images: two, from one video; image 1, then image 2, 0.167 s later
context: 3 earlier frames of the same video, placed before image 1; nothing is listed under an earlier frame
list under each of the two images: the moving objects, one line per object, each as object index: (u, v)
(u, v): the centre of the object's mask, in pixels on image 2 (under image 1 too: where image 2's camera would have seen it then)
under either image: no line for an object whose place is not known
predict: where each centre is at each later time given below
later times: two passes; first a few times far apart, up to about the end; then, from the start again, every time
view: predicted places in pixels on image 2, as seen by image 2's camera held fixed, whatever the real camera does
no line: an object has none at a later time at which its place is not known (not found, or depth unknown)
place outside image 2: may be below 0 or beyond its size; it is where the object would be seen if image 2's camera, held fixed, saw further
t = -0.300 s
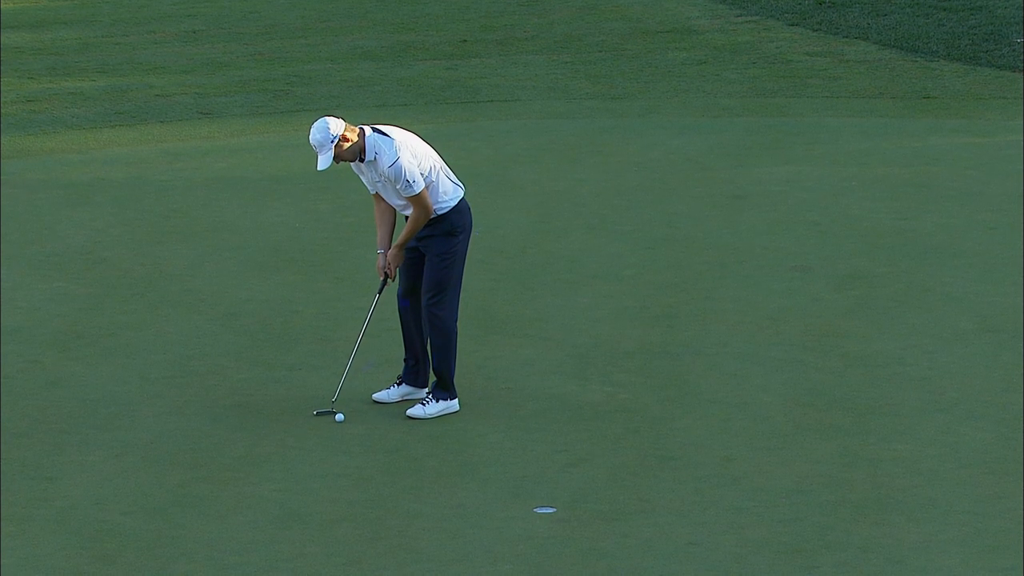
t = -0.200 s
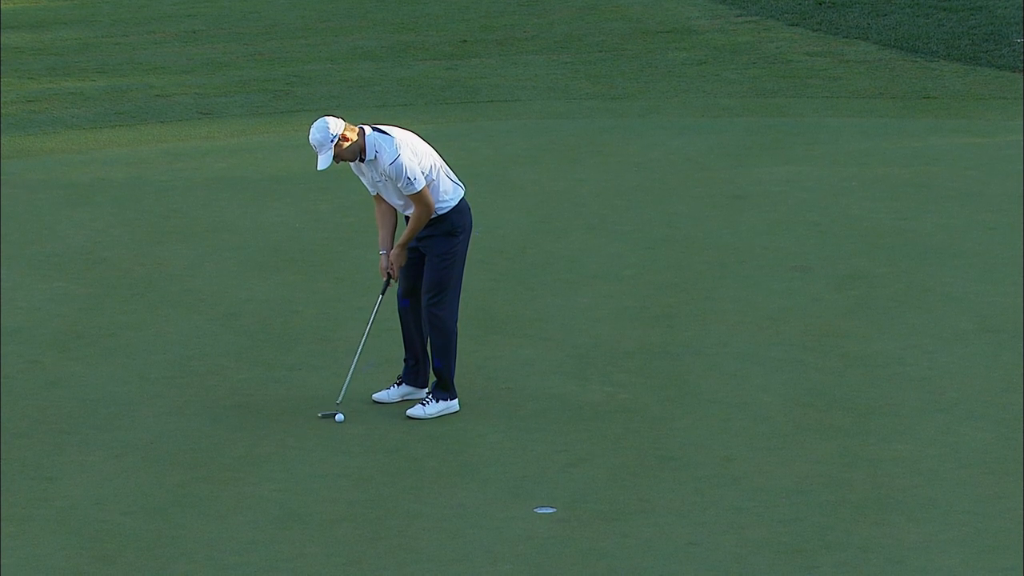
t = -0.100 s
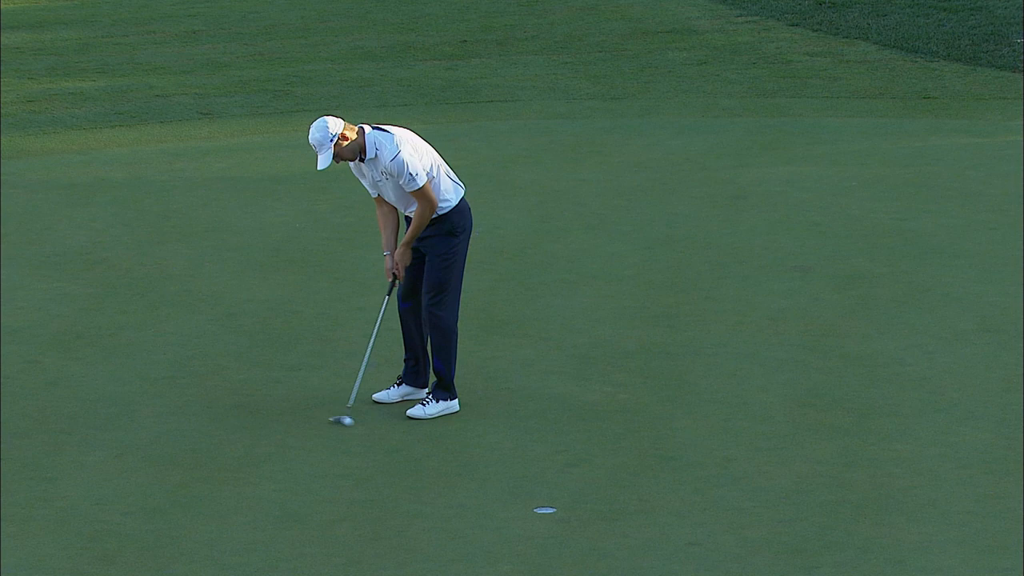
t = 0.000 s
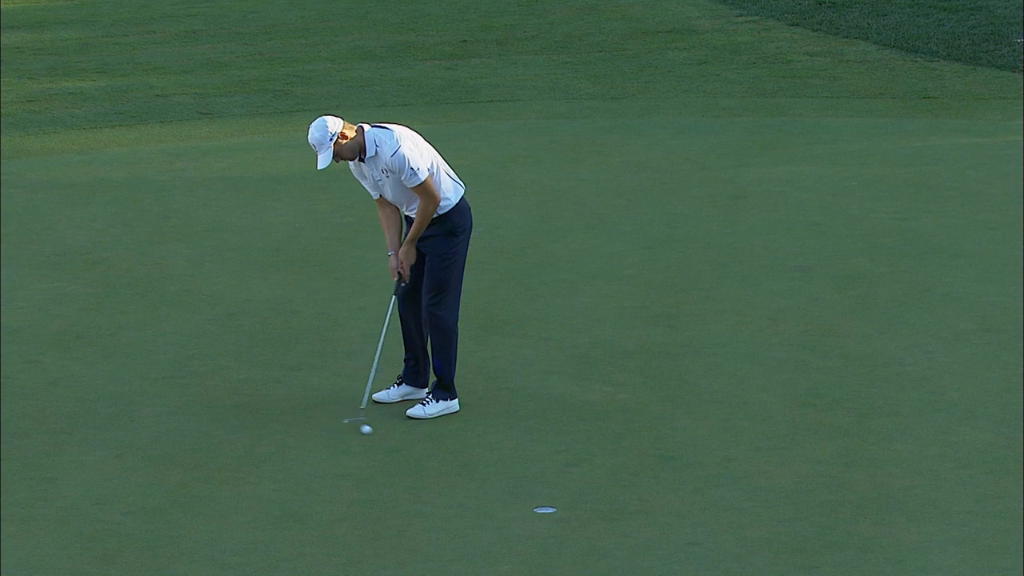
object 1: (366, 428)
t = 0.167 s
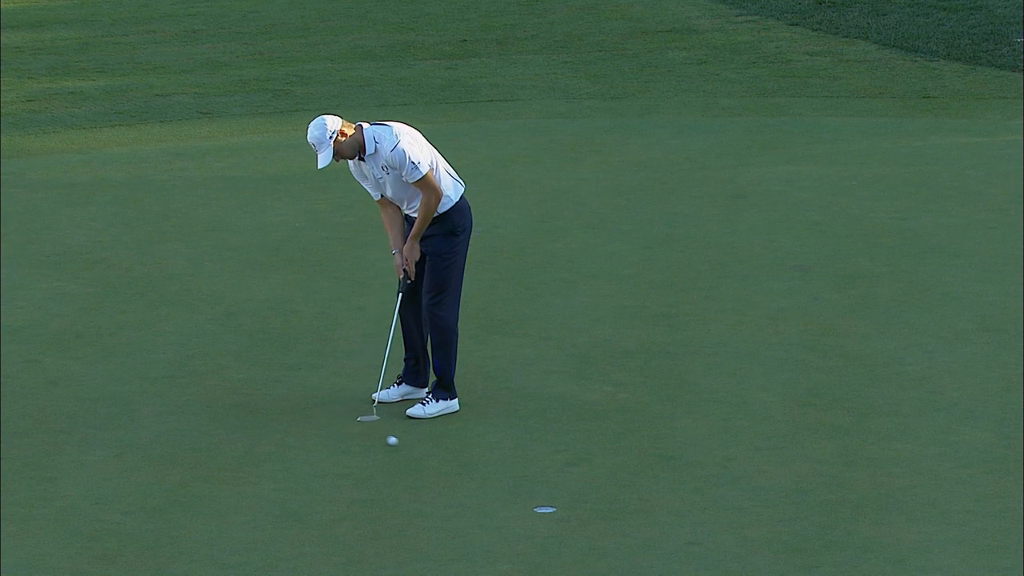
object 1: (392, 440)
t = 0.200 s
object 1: (397, 443)
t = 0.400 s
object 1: (428, 456)
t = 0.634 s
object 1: (459, 470)
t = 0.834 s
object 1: (485, 481)
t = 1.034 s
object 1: (508, 491)
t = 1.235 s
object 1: (529, 499)
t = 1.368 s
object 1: (541, 507)
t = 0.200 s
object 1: (397, 443)
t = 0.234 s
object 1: (403, 445)
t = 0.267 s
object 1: (408, 447)
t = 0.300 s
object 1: (413, 450)
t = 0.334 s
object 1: (417, 452)
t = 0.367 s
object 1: (422, 454)
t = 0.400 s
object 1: (428, 456)
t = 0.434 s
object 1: (432, 458)
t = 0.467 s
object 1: (437, 460)
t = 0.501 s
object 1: (442, 462)
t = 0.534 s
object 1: (446, 464)
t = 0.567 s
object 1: (450, 466)
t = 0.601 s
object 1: (455, 468)
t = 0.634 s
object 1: (459, 470)
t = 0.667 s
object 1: (464, 472)
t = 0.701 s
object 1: (468, 474)
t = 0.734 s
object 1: (472, 476)
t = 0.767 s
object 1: (477, 478)
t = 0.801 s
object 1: (481, 479)
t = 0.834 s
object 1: (485, 481)
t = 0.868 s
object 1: (489, 483)
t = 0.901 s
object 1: (493, 484)
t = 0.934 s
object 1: (497, 486)
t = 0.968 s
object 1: (501, 488)
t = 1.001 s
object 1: (504, 489)
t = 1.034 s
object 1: (508, 491)
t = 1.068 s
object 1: (512, 492)
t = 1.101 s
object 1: (515, 494)
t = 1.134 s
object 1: (519, 495)
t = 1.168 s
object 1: (522, 496)
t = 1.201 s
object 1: (526, 498)
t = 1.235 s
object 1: (529, 499)
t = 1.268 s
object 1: (532, 500)
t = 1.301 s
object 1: (535, 502)
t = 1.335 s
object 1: (538, 503)
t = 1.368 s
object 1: (541, 507)
